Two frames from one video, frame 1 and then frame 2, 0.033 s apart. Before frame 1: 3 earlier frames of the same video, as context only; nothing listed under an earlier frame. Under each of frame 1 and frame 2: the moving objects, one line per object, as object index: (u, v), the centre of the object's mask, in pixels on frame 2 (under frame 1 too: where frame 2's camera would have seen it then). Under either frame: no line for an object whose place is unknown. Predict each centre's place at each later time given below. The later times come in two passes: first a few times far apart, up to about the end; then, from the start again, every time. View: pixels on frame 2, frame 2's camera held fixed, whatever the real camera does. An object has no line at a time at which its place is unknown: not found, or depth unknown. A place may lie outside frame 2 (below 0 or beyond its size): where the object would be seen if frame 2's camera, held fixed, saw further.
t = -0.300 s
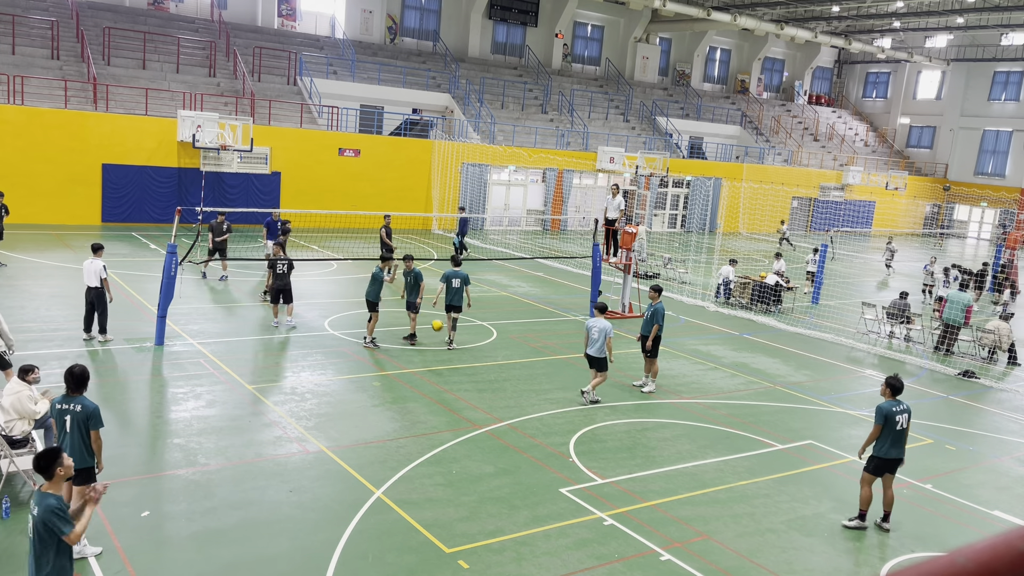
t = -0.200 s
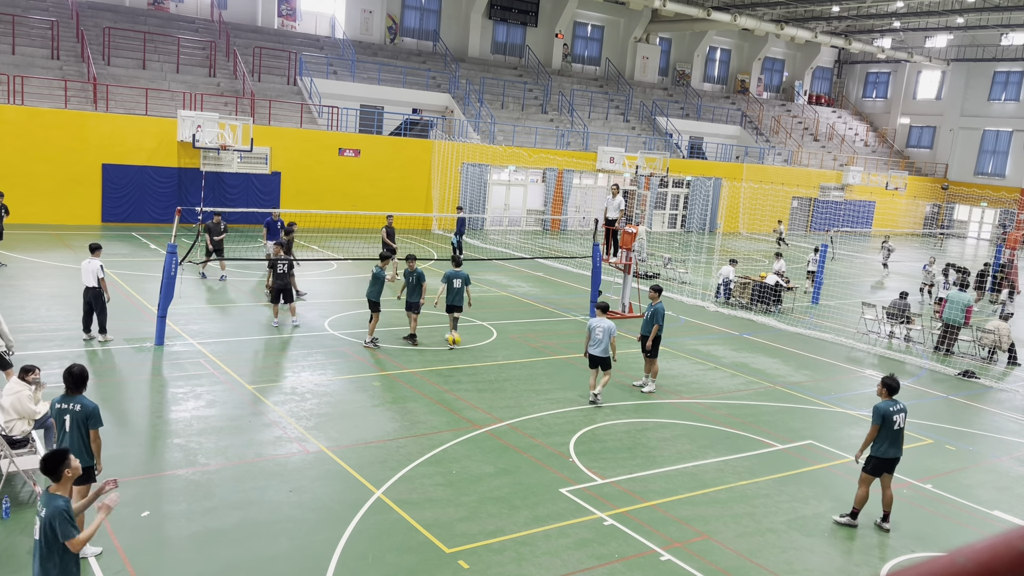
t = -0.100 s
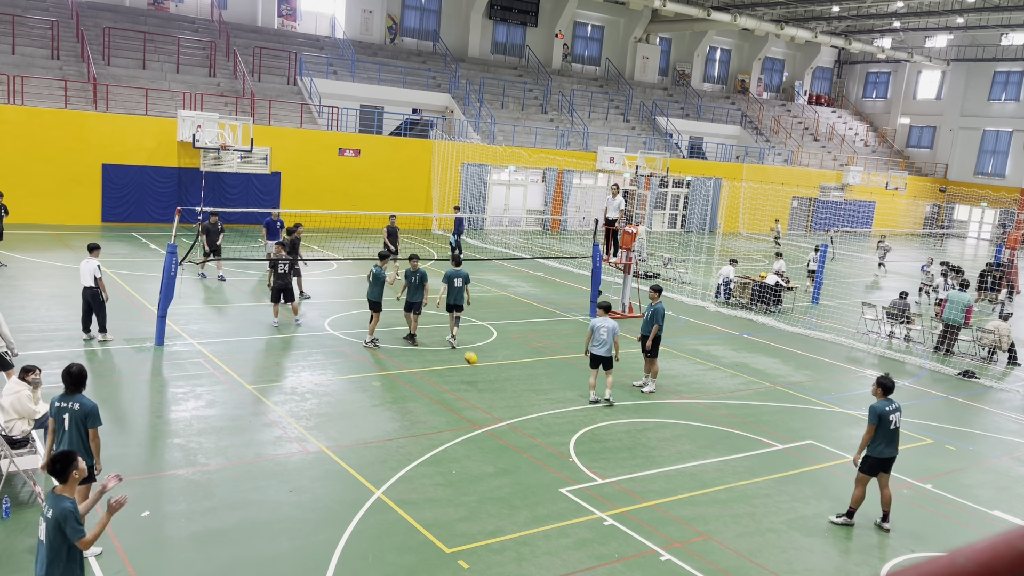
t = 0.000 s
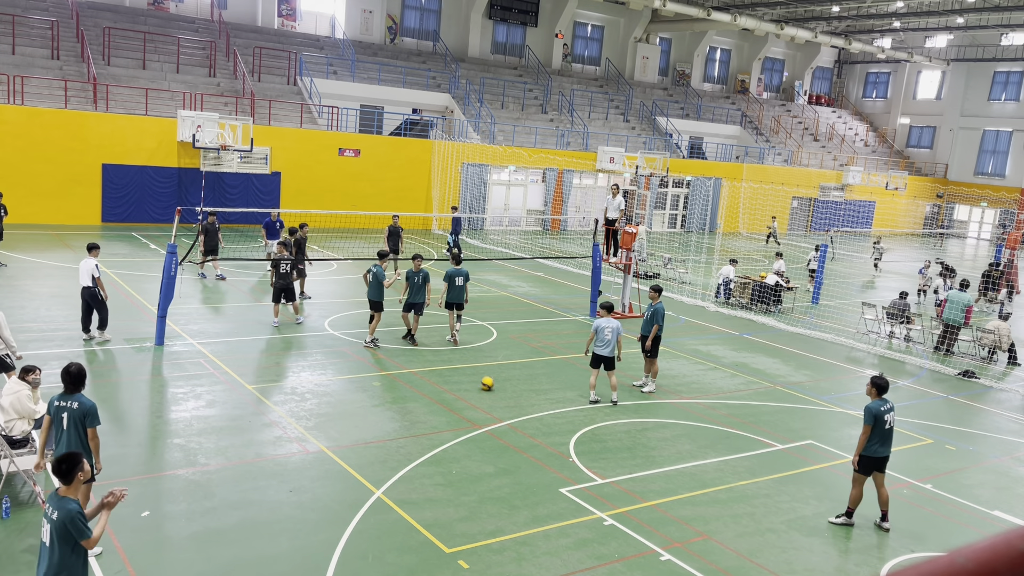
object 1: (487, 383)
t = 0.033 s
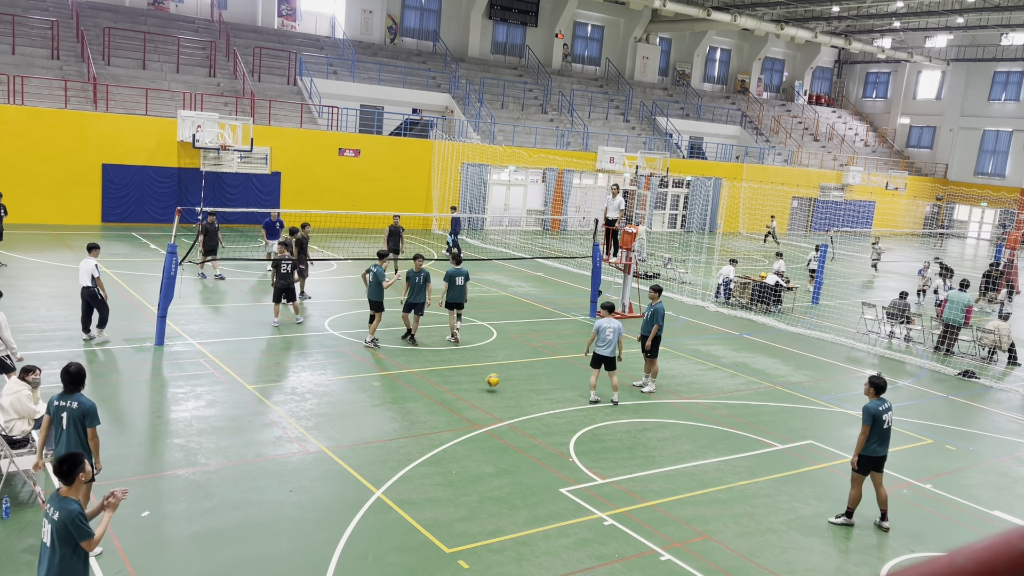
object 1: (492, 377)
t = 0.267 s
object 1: (527, 364)
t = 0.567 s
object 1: (570, 390)
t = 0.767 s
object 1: (601, 405)
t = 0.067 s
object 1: (498, 369)
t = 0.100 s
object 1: (502, 369)
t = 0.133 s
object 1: (506, 364)
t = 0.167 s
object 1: (511, 363)
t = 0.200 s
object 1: (517, 365)
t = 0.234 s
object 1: (523, 361)
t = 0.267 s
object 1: (527, 364)
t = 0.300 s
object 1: (531, 364)
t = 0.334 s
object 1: (537, 363)
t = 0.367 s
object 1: (542, 365)
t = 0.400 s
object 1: (546, 370)
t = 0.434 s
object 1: (549, 370)
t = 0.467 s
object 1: (556, 378)
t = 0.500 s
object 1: (561, 382)
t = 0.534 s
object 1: (565, 385)
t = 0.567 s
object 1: (570, 390)
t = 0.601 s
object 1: (574, 400)
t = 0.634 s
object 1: (579, 408)
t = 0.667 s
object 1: (583, 416)
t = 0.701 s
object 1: (589, 415)
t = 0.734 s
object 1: (594, 411)
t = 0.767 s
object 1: (601, 405)
